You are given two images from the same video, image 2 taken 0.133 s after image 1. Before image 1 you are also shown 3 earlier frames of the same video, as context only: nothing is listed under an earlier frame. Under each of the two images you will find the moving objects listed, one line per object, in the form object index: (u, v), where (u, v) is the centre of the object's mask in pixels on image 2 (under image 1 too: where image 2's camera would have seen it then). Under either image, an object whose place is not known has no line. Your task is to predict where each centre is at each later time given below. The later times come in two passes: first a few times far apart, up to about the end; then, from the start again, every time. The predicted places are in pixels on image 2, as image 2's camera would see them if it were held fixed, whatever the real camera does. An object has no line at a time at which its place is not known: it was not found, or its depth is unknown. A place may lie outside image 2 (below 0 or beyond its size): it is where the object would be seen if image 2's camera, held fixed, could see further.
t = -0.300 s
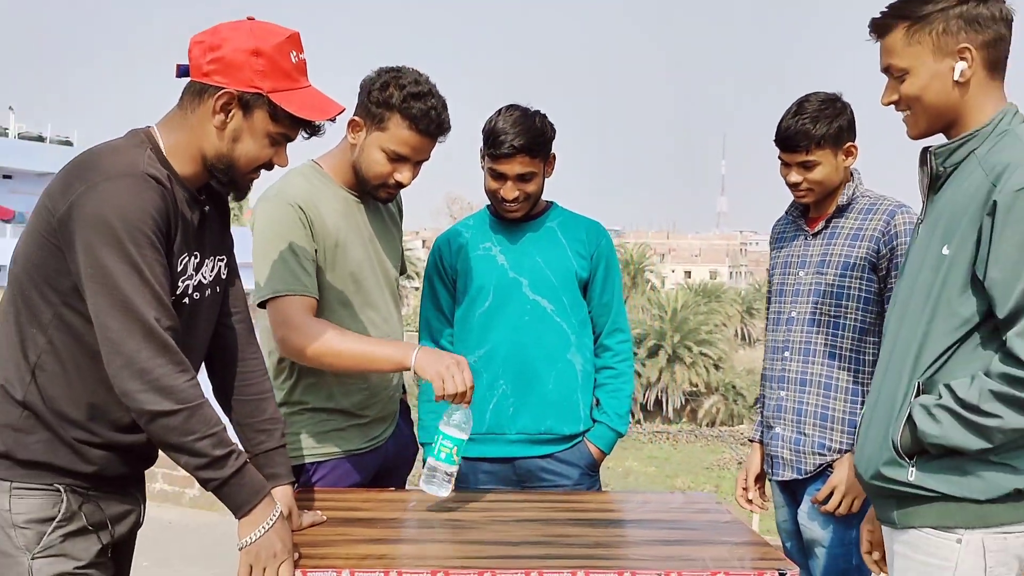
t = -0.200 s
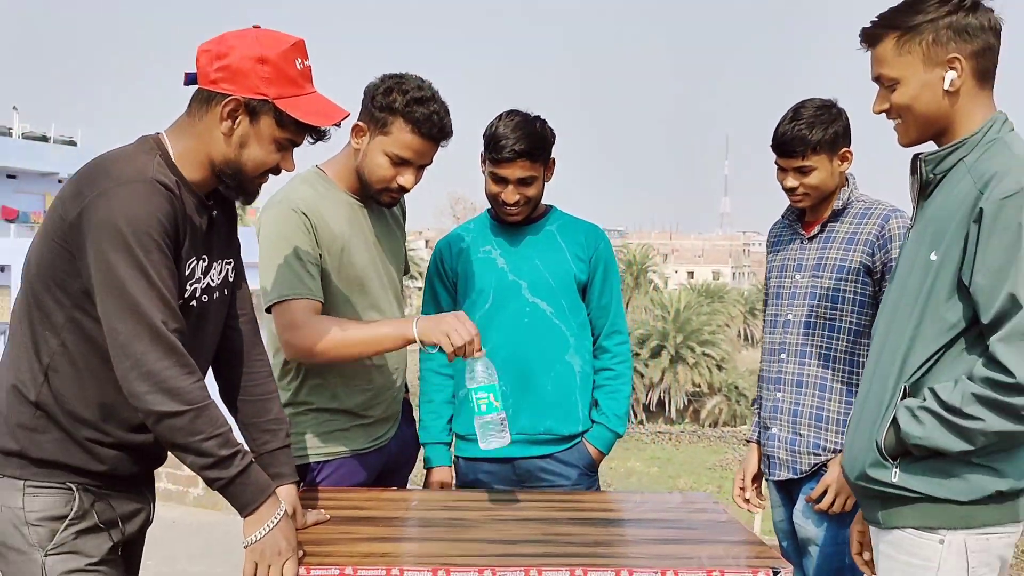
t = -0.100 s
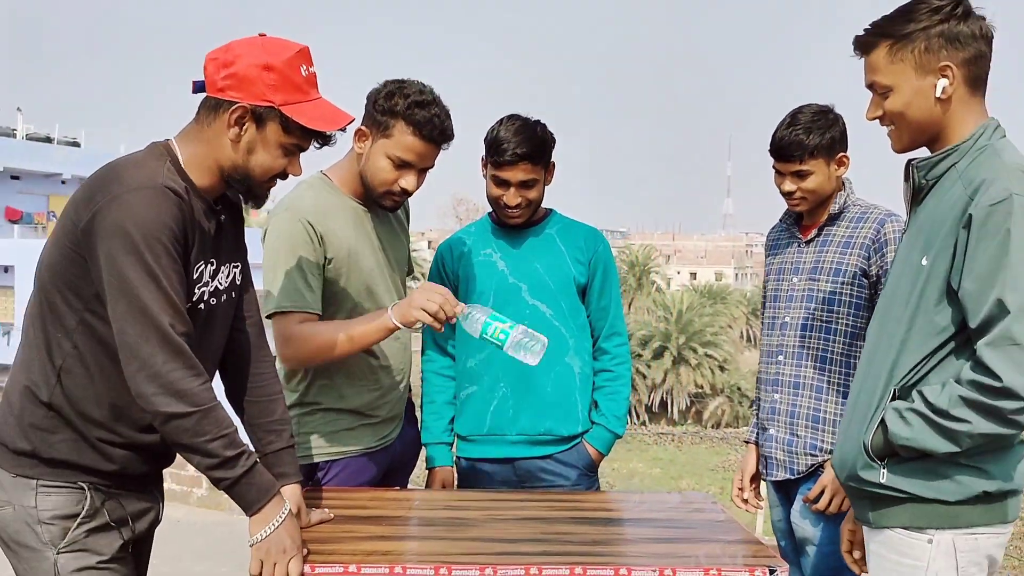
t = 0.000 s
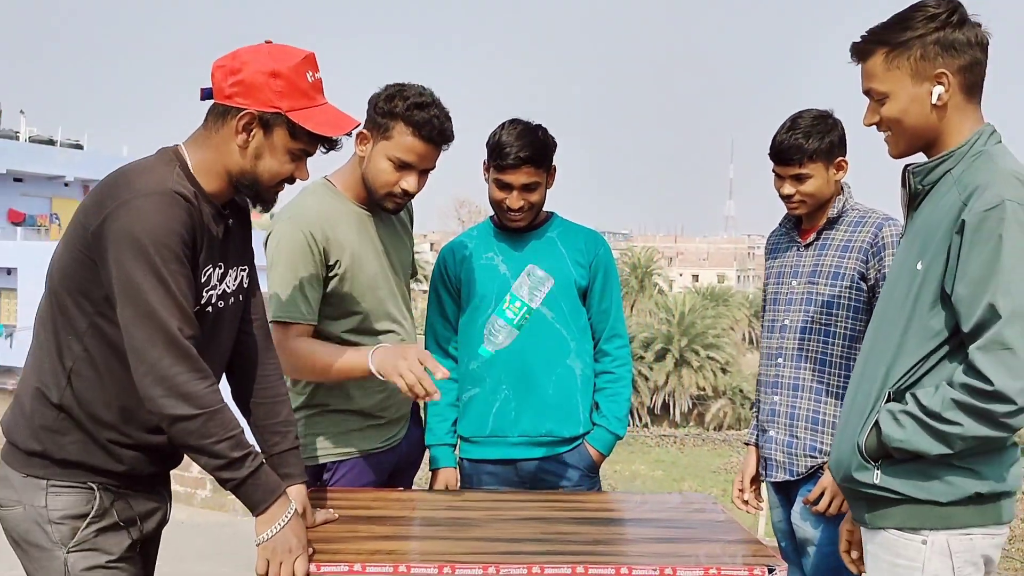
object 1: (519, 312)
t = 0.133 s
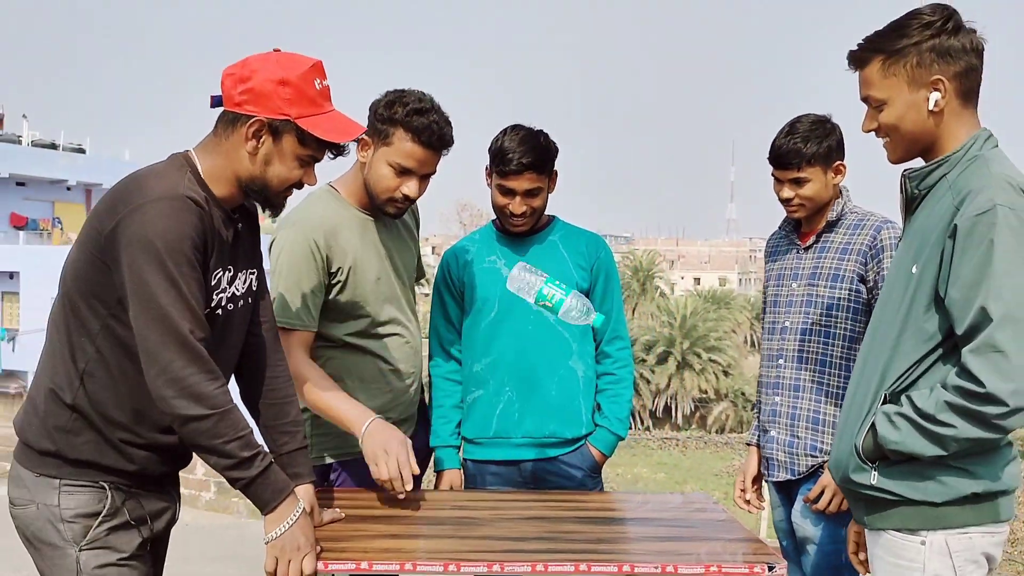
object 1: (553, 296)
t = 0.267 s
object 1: (551, 357)
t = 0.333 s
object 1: (548, 426)
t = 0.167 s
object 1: (554, 301)
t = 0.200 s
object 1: (554, 313)
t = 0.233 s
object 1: (552, 332)
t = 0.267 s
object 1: (551, 357)
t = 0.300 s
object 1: (549, 389)
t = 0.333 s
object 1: (548, 426)
